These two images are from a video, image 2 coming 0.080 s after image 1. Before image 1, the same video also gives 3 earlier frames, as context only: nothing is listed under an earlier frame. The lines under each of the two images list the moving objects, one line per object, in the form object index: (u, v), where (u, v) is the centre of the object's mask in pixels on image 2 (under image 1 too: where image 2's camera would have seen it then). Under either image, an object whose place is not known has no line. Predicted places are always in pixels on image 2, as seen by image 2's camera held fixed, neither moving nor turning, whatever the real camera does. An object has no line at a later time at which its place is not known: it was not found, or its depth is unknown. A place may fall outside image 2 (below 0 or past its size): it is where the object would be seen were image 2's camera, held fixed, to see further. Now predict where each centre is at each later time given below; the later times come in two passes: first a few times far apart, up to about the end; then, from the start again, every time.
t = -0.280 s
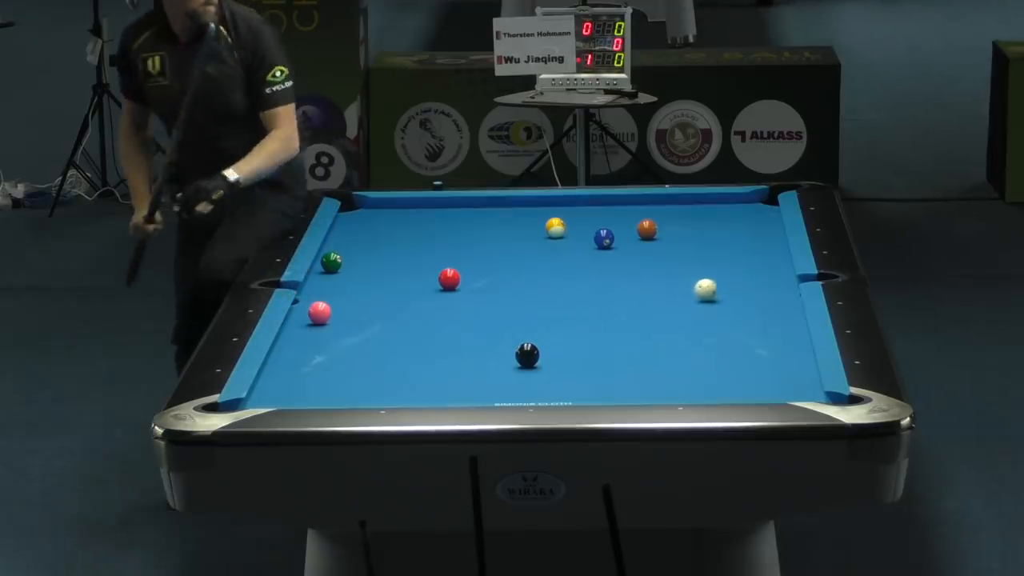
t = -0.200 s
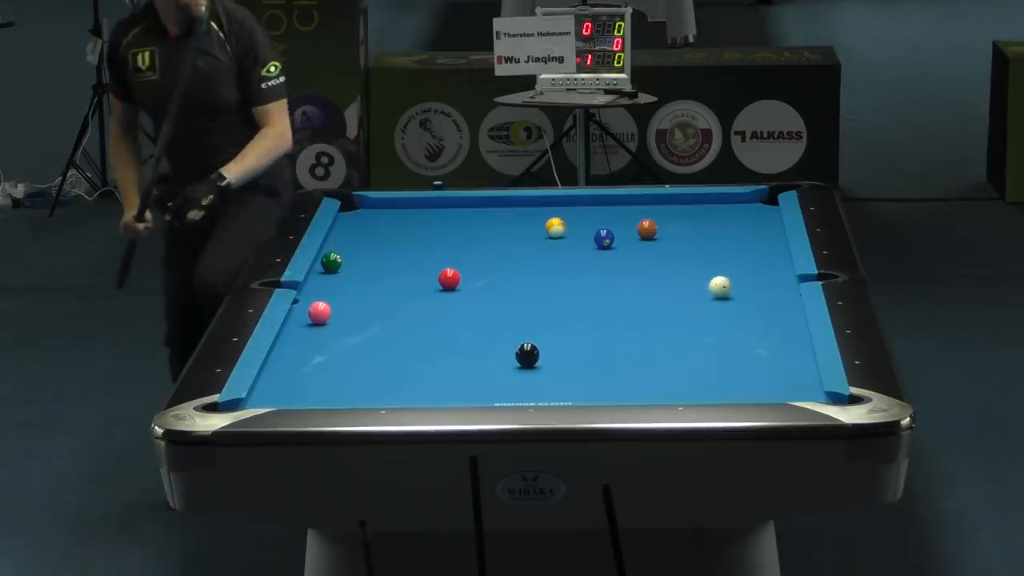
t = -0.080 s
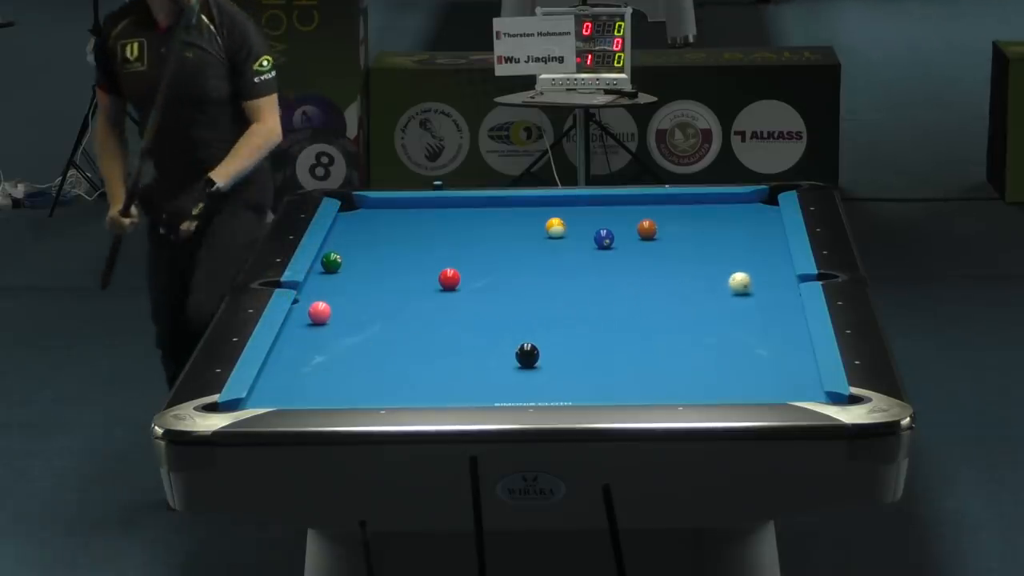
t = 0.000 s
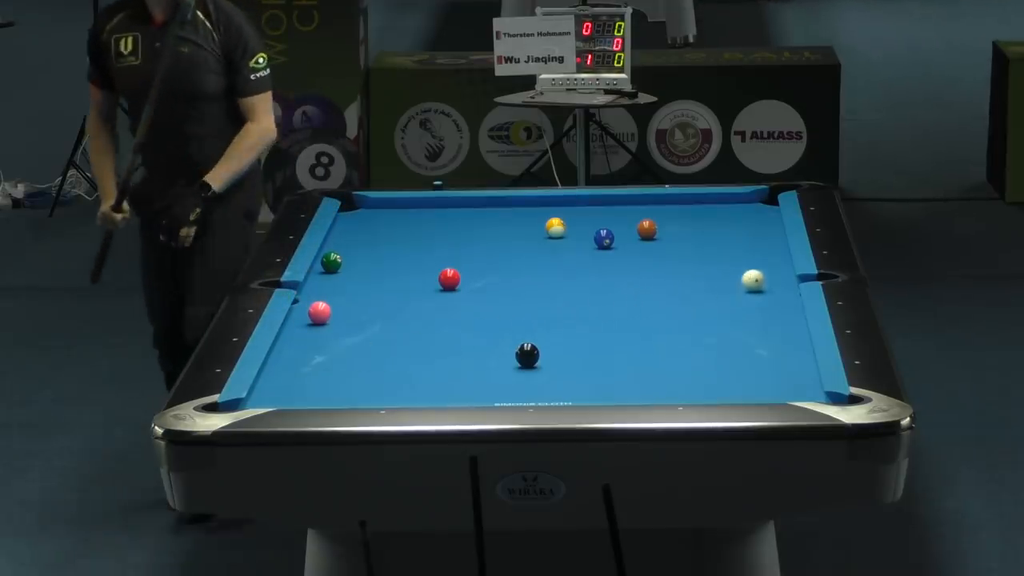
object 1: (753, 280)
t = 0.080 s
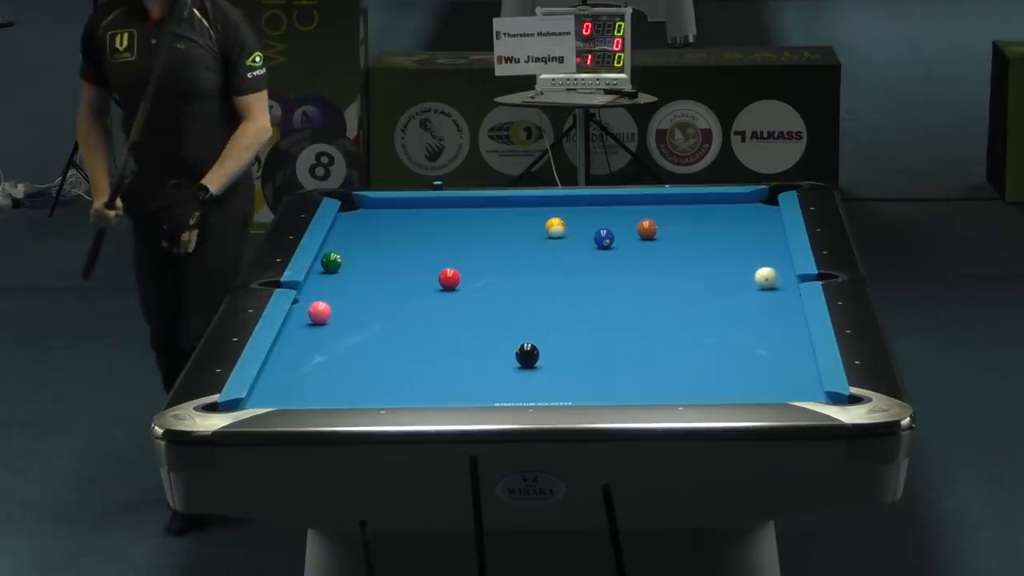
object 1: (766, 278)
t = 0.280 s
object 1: (776, 272)
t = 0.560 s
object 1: (748, 264)
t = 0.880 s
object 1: (718, 256)
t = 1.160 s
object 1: (695, 249)
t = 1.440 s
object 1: (673, 243)
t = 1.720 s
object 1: (652, 238)
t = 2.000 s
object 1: (633, 233)
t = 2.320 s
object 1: (612, 226)
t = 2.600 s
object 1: (592, 224)
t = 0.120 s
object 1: (772, 276)
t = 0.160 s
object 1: (779, 275)
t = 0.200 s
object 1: (784, 274)
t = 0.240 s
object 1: (781, 273)
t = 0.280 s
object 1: (776, 272)
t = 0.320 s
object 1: (772, 270)
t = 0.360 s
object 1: (768, 269)
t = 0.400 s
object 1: (765, 268)
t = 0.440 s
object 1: (760, 267)
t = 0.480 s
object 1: (756, 266)
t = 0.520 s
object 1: (752, 265)
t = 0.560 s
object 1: (748, 264)
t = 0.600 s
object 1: (745, 263)
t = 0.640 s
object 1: (741, 261)
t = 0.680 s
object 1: (737, 260)
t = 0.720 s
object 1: (733, 260)
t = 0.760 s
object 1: (730, 259)
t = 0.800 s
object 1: (726, 257)
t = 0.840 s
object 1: (722, 257)
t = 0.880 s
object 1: (718, 256)
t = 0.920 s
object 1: (715, 255)
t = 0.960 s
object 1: (712, 254)
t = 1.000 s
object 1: (708, 253)
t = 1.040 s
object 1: (705, 252)
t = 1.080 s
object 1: (701, 251)
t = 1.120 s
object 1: (698, 250)
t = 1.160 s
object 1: (695, 249)
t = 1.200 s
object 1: (692, 248)
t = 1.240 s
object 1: (688, 247)
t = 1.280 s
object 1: (685, 246)
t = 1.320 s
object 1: (682, 246)
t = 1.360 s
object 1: (679, 245)
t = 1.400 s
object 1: (676, 244)
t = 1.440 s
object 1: (673, 243)
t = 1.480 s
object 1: (670, 242)
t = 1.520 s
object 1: (667, 242)
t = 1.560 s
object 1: (664, 241)
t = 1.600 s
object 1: (661, 240)
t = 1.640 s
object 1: (658, 239)
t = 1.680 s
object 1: (655, 239)
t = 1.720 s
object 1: (652, 238)
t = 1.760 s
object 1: (650, 237)
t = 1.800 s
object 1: (647, 236)
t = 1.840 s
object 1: (644, 236)
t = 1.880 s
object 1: (642, 235)
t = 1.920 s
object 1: (639, 234)
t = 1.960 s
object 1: (636, 234)
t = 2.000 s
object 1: (633, 233)
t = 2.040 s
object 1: (631, 232)
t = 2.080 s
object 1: (628, 232)
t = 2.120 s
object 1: (625, 232)
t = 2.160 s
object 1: (622, 231)
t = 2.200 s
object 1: (620, 230)
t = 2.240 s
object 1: (617, 229)
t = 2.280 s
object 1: (615, 227)
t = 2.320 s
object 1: (612, 226)
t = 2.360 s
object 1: (610, 225)
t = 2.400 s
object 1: (606, 224)
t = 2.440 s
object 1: (603, 224)
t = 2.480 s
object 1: (600, 223)
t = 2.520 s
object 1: (597, 224)
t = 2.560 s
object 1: (594, 224)
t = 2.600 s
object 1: (592, 224)
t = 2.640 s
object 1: (590, 225)
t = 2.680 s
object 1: (588, 224)
